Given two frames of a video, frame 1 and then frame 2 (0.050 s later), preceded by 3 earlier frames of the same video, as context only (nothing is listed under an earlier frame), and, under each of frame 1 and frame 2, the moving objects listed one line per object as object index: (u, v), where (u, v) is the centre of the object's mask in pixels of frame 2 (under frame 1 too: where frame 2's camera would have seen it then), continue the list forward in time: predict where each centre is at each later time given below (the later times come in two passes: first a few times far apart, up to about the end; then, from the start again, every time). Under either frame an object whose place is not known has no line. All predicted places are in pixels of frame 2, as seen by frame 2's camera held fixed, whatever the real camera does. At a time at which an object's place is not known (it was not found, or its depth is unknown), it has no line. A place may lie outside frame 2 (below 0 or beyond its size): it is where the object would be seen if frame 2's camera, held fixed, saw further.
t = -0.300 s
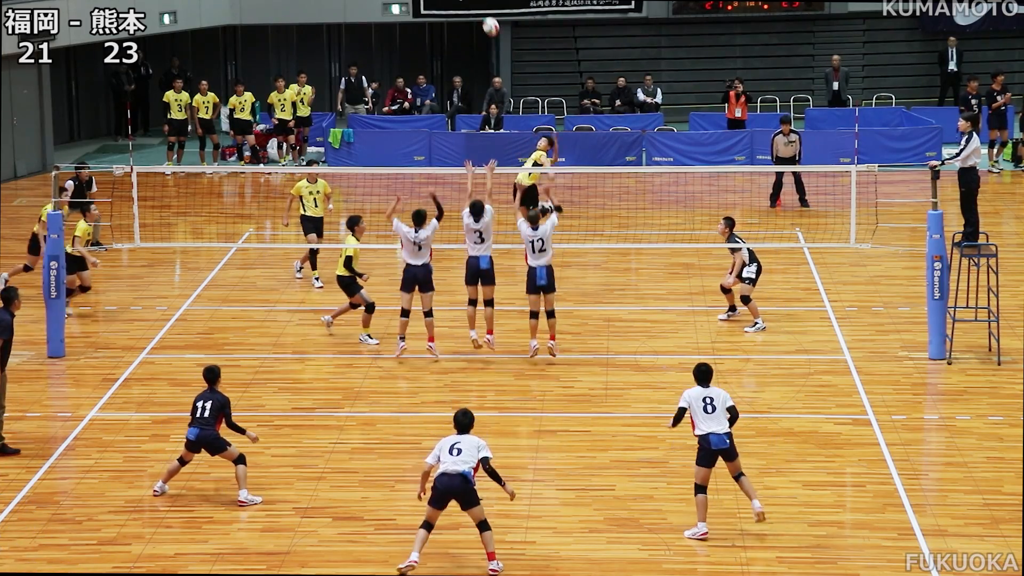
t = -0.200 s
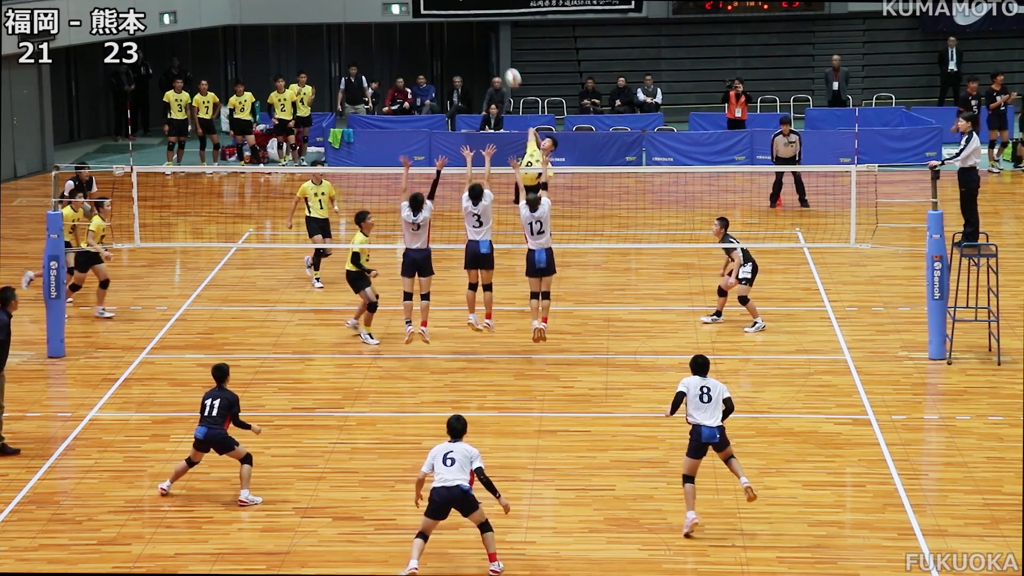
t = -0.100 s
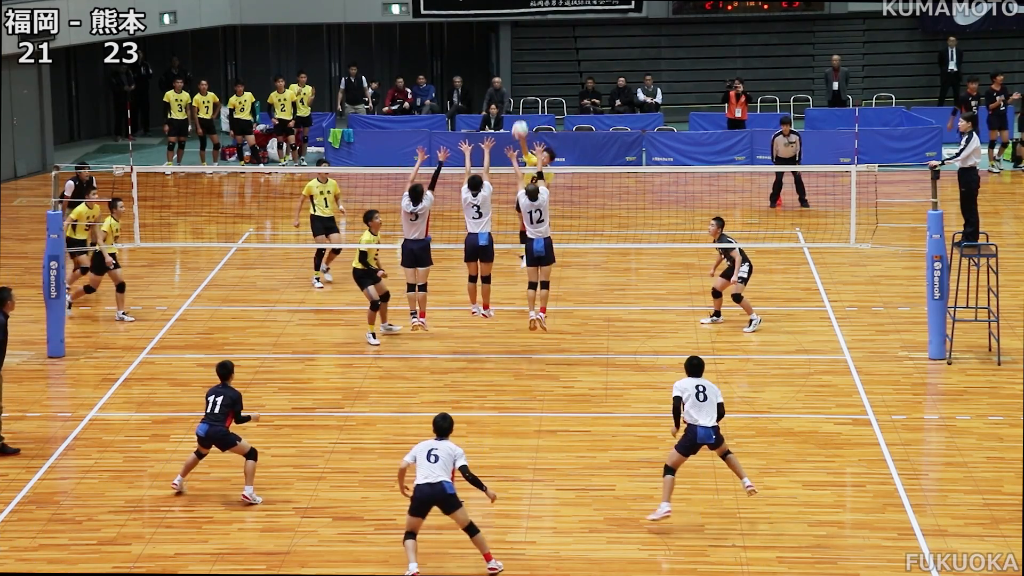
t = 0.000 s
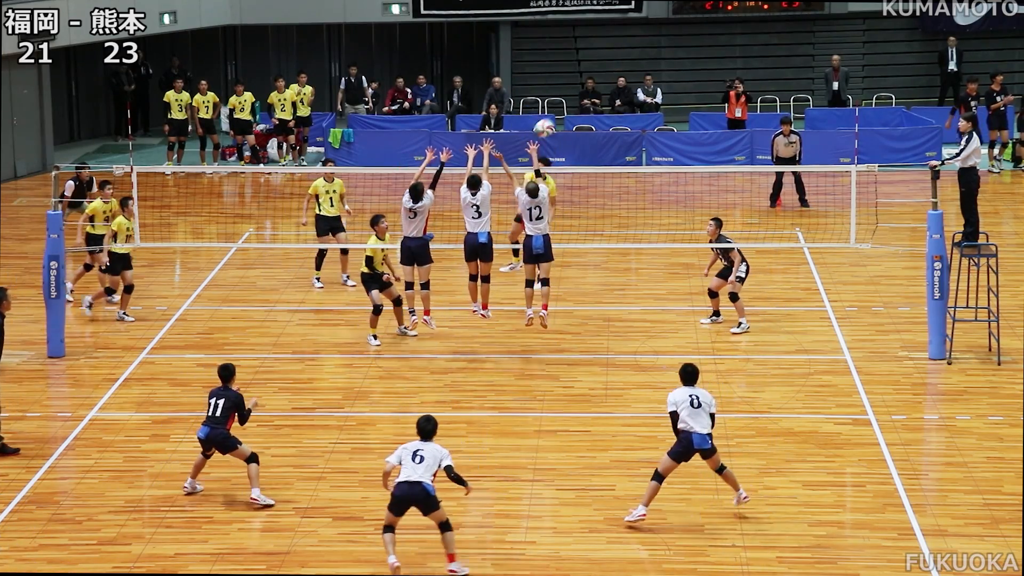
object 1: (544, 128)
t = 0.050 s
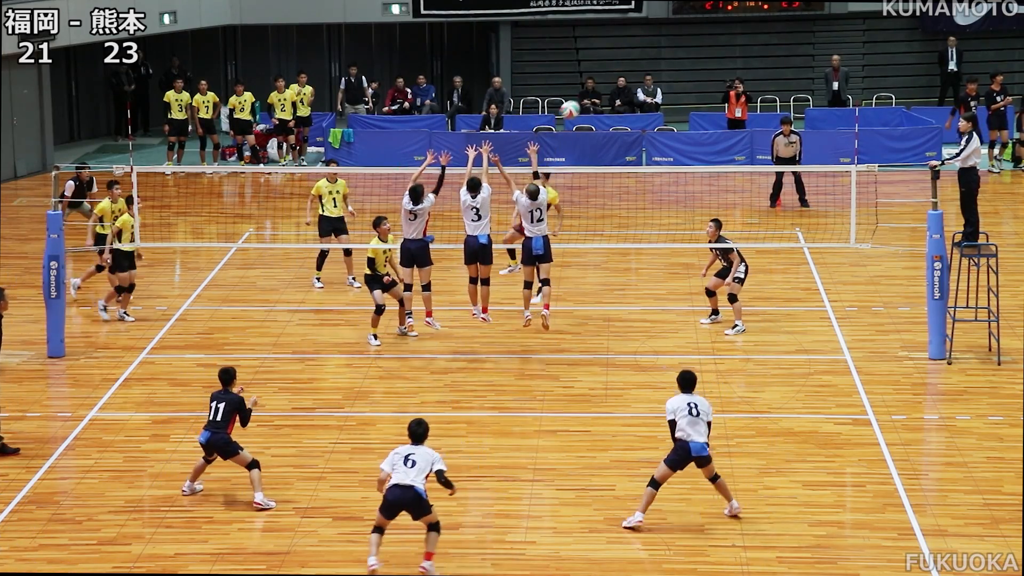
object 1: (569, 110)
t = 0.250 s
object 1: (674, 59)
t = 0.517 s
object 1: (816, 50)
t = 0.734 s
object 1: (936, 100)
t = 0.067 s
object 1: (578, 104)
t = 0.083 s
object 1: (587, 100)
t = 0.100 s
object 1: (596, 94)
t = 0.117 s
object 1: (604, 89)
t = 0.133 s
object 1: (612, 84)
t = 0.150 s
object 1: (621, 80)
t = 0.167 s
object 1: (630, 76)
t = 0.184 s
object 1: (638, 72)
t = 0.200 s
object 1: (647, 68)
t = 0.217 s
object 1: (656, 65)
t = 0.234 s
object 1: (665, 62)
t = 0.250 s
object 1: (674, 59)
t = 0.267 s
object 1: (682, 57)
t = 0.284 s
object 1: (691, 54)
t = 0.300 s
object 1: (700, 52)
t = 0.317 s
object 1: (709, 50)
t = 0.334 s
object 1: (717, 48)
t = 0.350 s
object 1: (726, 47)
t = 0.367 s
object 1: (735, 46)
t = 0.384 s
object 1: (744, 45)
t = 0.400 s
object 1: (753, 45)
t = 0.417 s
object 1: (762, 45)
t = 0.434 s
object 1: (771, 45)
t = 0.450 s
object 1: (780, 45)
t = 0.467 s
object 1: (789, 46)
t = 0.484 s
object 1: (798, 47)
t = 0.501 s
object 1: (807, 48)
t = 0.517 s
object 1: (816, 50)
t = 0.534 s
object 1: (824, 51)
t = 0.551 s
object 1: (834, 54)
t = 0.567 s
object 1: (844, 56)
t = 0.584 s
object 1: (853, 59)
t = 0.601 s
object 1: (862, 63)
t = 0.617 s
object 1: (871, 66)
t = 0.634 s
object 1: (880, 70)
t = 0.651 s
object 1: (890, 74)
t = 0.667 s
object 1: (898, 79)
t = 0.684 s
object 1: (908, 84)
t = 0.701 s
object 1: (917, 89)
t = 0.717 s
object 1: (927, 94)
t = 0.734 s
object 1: (936, 100)
